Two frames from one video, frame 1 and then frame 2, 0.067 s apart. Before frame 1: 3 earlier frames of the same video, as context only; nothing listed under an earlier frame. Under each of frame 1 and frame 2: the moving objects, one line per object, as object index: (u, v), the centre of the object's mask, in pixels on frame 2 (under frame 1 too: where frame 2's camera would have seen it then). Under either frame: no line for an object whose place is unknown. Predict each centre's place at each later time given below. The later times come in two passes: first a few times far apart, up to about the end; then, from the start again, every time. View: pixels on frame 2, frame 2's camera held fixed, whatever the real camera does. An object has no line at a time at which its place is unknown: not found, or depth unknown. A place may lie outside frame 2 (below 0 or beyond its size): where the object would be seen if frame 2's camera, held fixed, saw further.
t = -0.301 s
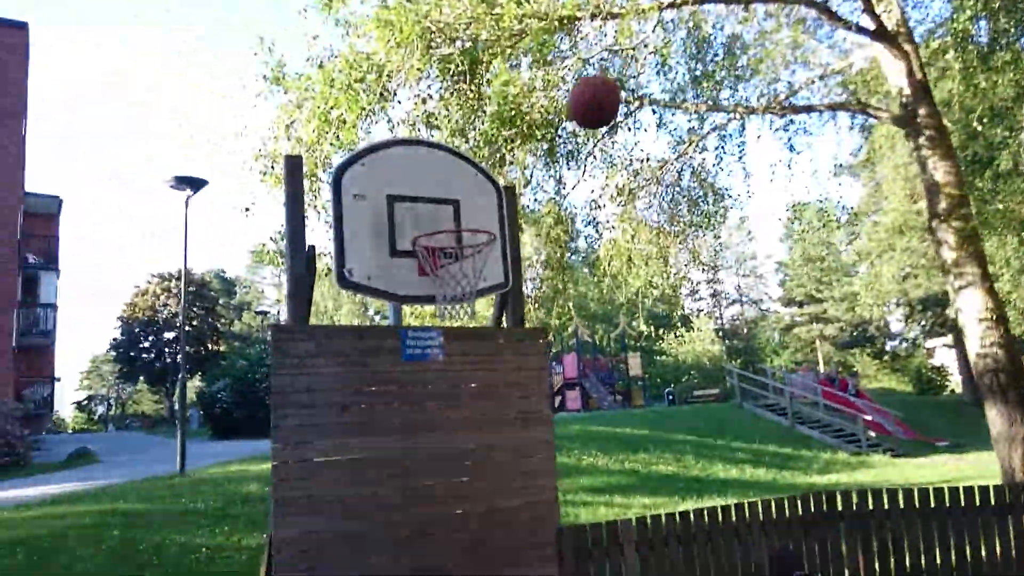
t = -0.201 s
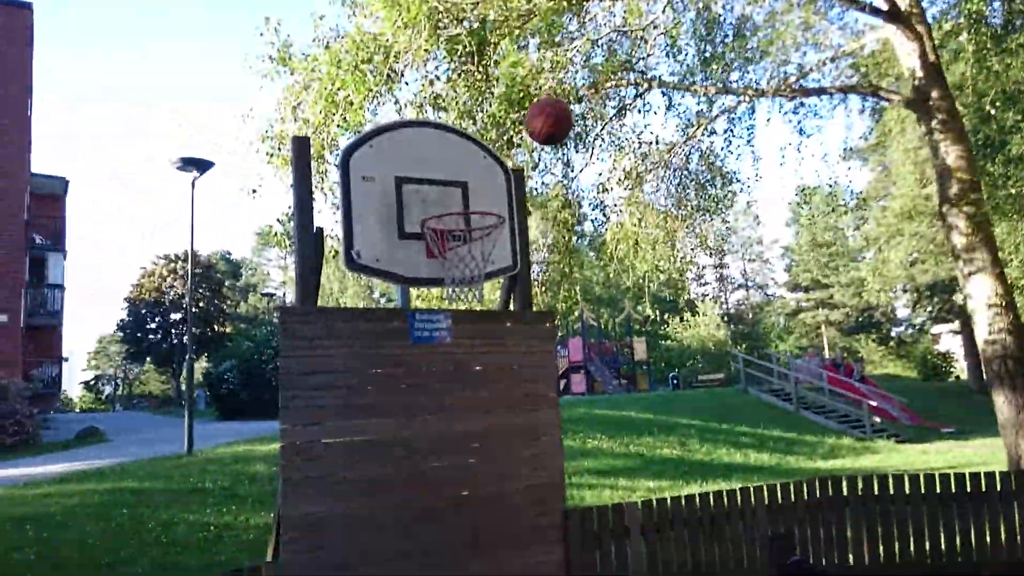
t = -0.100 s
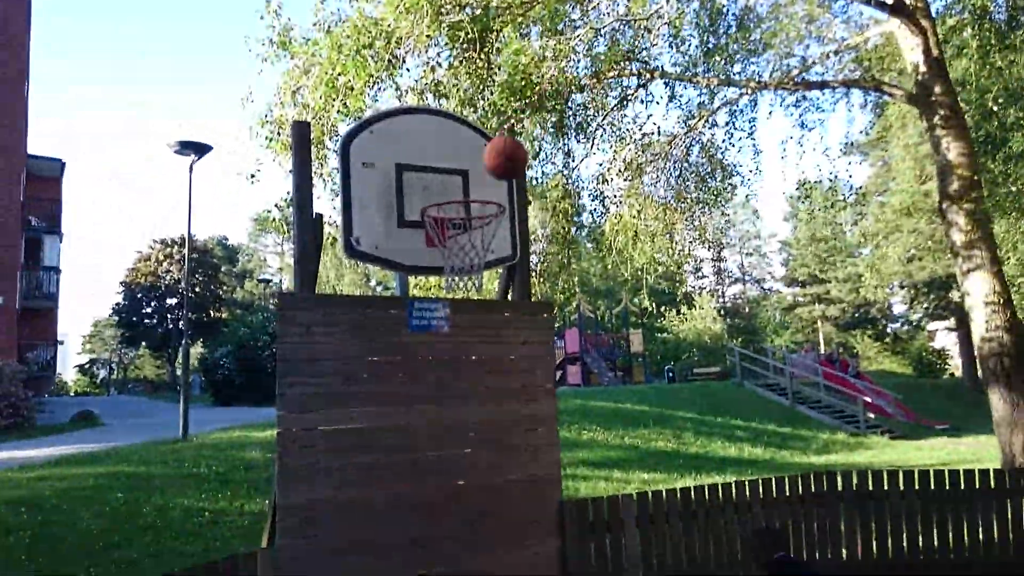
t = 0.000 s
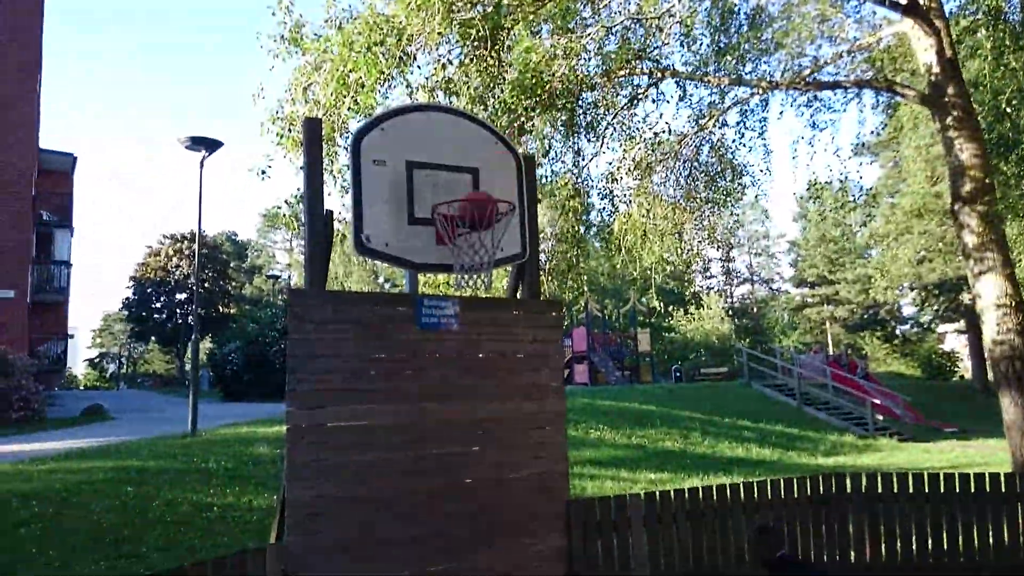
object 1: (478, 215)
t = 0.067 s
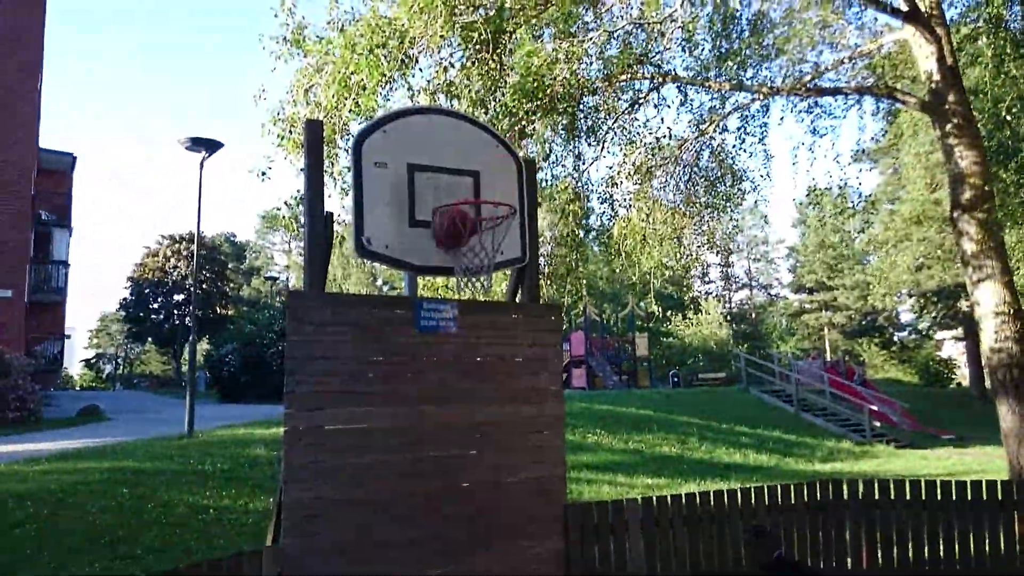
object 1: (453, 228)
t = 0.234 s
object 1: (478, 237)
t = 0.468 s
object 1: (492, 270)
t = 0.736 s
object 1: (454, 337)
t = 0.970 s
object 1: (422, 492)
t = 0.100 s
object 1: (451, 231)
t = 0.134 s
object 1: (454, 234)
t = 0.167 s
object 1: (464, 234)
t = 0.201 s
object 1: (470, 235)
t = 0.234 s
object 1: (478, 237)
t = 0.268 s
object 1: (486, 242)
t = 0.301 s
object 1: (491, 245)
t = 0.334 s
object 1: (497, 250)
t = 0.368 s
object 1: (499, 255)
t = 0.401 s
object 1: (498, 260)
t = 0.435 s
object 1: (494, 265)
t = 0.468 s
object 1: (492, 270)
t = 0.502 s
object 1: (486, 273)
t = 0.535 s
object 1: (480, 277)
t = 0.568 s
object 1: (476, 281)
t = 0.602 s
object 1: (471, 287)
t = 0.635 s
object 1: (467, 300)
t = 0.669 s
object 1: (462, 310)
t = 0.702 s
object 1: (457, 322)
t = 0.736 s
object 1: (454, 337)
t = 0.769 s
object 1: (451, 353)
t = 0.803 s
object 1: (446, 371)
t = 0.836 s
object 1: (441, 391)
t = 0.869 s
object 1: (436, 414)
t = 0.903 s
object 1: (431, 437)
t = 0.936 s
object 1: (428, 464)
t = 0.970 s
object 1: (422, 492)
